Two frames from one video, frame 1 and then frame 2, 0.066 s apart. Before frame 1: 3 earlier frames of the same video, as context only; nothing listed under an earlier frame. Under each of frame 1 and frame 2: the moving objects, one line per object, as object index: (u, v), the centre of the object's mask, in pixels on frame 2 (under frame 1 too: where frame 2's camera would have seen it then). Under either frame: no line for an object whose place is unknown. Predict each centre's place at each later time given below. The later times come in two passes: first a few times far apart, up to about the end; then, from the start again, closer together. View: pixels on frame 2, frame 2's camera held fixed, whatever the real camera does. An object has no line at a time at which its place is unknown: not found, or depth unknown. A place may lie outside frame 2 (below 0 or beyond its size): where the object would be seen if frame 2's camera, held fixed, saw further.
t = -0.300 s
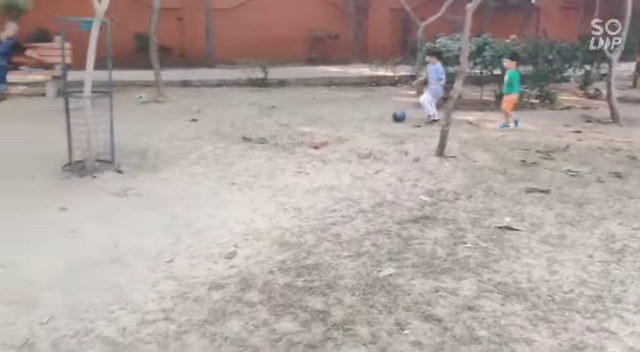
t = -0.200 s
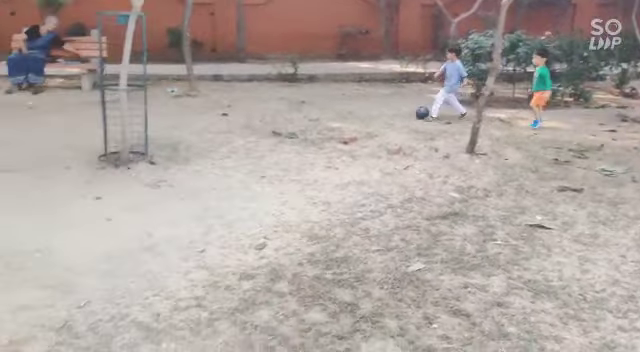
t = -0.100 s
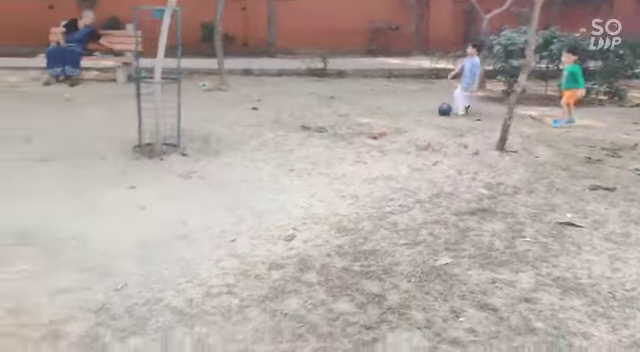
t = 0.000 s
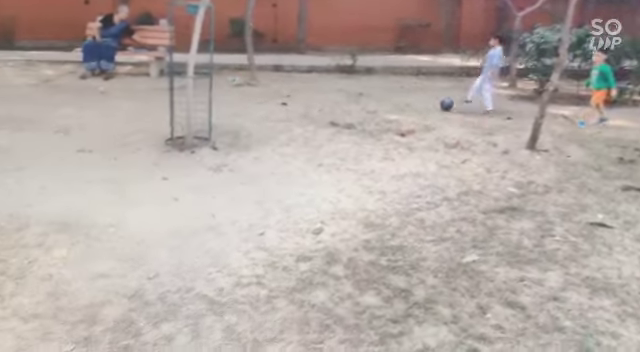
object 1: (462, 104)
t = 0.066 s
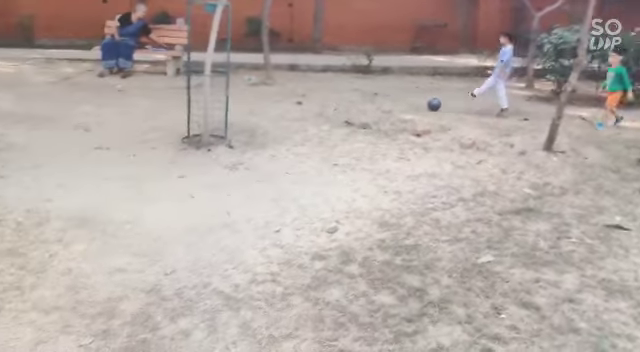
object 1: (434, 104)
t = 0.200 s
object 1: (387, 102)
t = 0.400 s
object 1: (336, 97)
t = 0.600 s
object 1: (297, 96)
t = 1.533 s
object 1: (149, 86)
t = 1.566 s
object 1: (145, 84)
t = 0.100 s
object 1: (421, 103)
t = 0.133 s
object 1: (410, 102)
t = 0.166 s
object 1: (398, 102)
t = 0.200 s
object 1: (387, 102)
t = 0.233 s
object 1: (377, 101)
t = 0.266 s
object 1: (367, 100)
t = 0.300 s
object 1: (358, 100)
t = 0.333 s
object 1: (350, 99)
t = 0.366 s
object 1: (343, 97)
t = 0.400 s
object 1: (336, 97)
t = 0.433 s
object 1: (329, 98)
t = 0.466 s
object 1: (322, 98)
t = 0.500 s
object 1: (316, 97)
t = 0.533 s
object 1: (309, 97)
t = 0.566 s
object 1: (303, 97)
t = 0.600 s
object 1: (297, 96)
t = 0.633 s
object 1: (291, 95)
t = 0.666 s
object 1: (286, 95)
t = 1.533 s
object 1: (149, 86)
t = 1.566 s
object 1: (145, 84)
